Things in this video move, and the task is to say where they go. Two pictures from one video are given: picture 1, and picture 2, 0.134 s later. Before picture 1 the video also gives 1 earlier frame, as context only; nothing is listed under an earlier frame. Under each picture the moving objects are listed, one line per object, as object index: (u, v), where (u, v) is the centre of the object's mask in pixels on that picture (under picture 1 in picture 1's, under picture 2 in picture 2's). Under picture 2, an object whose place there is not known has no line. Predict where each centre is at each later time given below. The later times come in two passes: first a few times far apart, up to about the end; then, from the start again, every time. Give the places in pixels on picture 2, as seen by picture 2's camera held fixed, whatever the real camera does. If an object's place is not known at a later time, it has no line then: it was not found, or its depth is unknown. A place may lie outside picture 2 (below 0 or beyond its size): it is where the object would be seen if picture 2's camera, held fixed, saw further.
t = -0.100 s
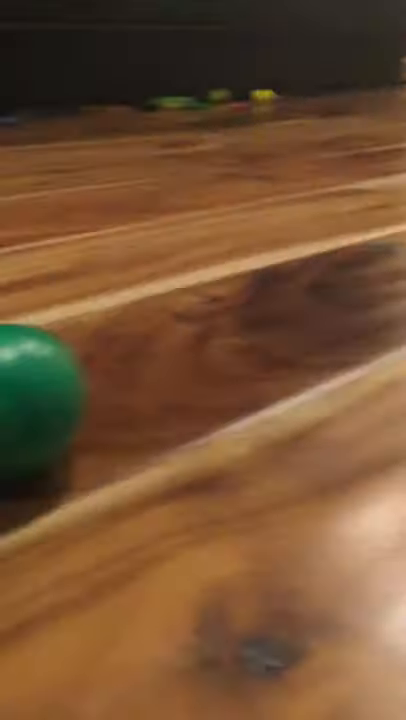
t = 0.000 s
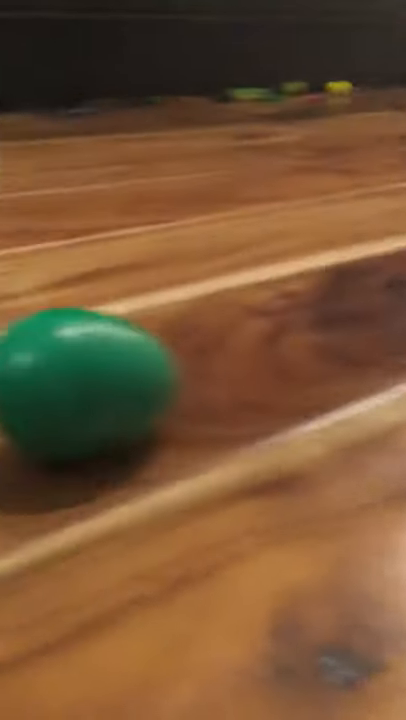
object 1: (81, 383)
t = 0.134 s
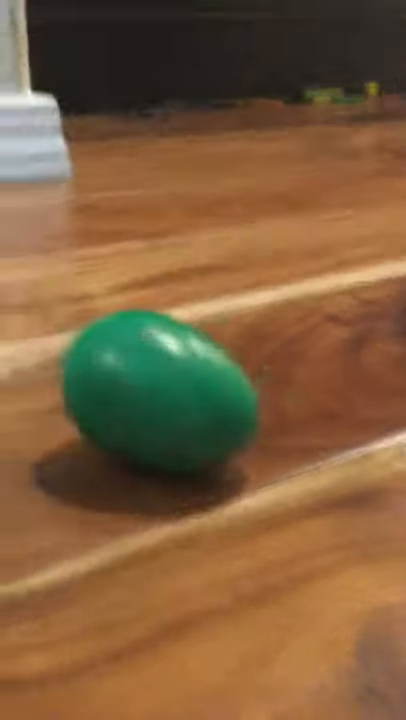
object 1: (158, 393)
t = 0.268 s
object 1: (164, 393)
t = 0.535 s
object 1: (180, 392)
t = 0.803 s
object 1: (149, 392)
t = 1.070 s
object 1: (152, 395)
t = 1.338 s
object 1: (170, 393)
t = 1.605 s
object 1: (149, 400)
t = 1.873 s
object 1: (148, 398)
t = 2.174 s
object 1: (162, 391)
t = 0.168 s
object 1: (158, 394)
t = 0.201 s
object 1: (158, 395)
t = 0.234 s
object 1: (160, 393)
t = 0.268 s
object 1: (164, 393)
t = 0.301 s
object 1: (167, 394)
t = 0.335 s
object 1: (172, 395)
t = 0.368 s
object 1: (176, 395)
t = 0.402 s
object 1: (178, 395)
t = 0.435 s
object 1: (177, 395)
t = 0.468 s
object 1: (176, 393)
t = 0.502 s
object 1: (177, 392)
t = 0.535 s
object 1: (180, 392)
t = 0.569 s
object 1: (185, 394)
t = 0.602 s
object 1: (186, 395)
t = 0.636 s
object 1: (182, 396)
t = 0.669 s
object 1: (172, 396)
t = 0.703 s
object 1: (162, 397)
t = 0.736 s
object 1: (152, 398)
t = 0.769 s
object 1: (148, 396)
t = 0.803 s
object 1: (149, 392)
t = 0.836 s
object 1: (152, 390)
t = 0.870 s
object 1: (155, 389)
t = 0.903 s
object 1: (156, 391)
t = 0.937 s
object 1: (154, 392)
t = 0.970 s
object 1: (151, 393)
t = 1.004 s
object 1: (150, 394)
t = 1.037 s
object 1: (150, 396)
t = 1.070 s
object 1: (152, 395)
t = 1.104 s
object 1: (155, 394)
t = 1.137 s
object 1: (159, 394)
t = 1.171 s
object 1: (163, 395)
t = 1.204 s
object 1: (166, 396)
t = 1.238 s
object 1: (167, 396)
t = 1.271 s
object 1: (168, 396)
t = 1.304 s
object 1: (169, 394)
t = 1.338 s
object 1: (170, 393)
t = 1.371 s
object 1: (172, 392)
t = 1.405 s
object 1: (175, 391)
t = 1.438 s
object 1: (177, 391)
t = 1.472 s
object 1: (178, 393)
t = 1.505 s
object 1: (175, 395)
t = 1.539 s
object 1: (168, 396)
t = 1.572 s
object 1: (158, 399)
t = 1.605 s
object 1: (149, 400)
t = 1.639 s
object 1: (142, 399)
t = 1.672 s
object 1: (139, 397)
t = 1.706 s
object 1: (139, 395)
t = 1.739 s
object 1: (141, 394)
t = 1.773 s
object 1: (143, 395)
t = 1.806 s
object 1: (144, 396)
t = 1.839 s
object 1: (146, 397)
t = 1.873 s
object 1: (148, 398)
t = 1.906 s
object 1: (150, 397)
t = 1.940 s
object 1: (152, 396)
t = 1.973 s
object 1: (155, 395)
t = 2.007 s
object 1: (159, 393)
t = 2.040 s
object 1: (163, 392)
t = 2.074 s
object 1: (166, 392)
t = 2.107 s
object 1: (167, 391)
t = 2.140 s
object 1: (166, 391)
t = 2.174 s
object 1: (162, 391)
